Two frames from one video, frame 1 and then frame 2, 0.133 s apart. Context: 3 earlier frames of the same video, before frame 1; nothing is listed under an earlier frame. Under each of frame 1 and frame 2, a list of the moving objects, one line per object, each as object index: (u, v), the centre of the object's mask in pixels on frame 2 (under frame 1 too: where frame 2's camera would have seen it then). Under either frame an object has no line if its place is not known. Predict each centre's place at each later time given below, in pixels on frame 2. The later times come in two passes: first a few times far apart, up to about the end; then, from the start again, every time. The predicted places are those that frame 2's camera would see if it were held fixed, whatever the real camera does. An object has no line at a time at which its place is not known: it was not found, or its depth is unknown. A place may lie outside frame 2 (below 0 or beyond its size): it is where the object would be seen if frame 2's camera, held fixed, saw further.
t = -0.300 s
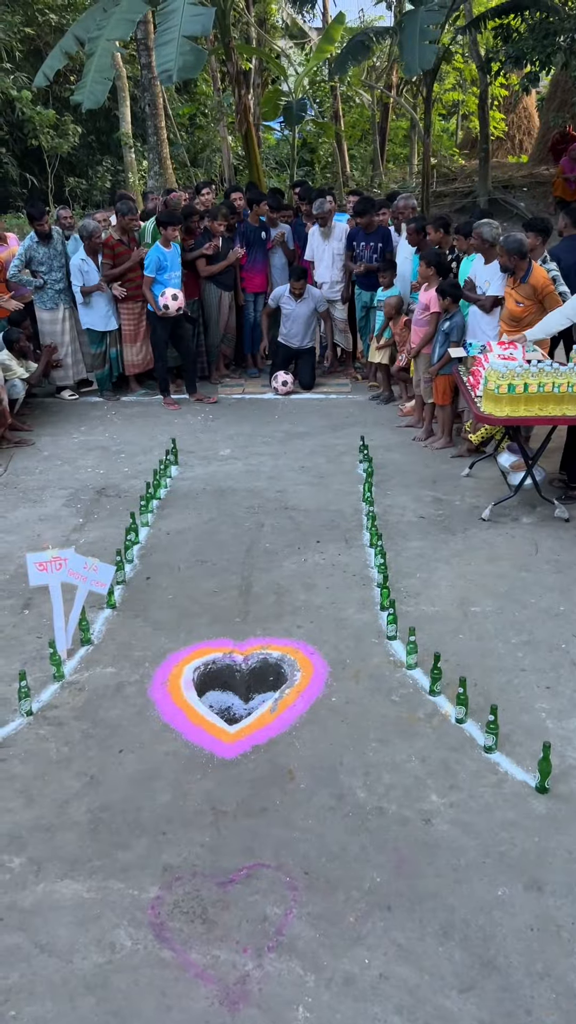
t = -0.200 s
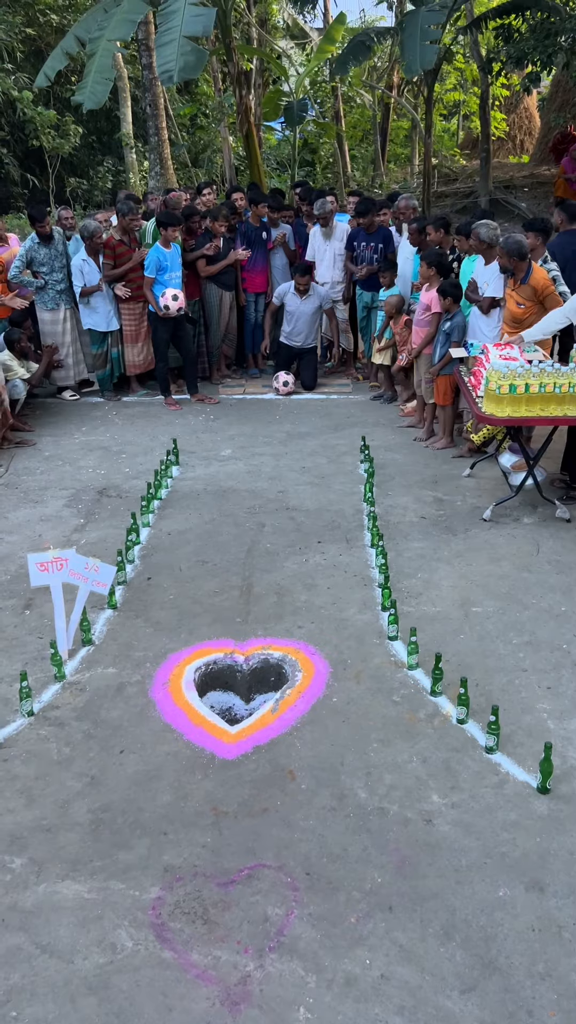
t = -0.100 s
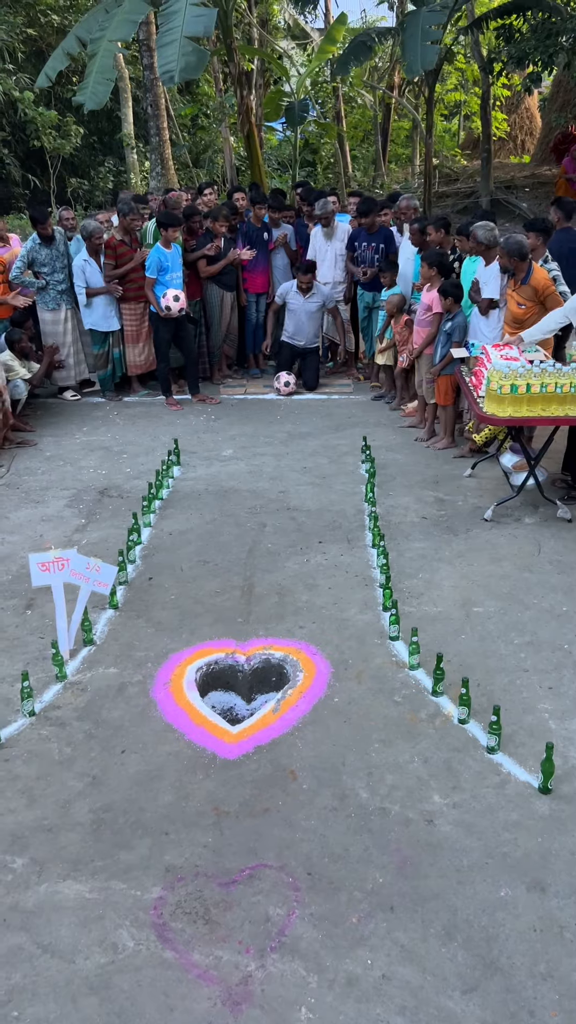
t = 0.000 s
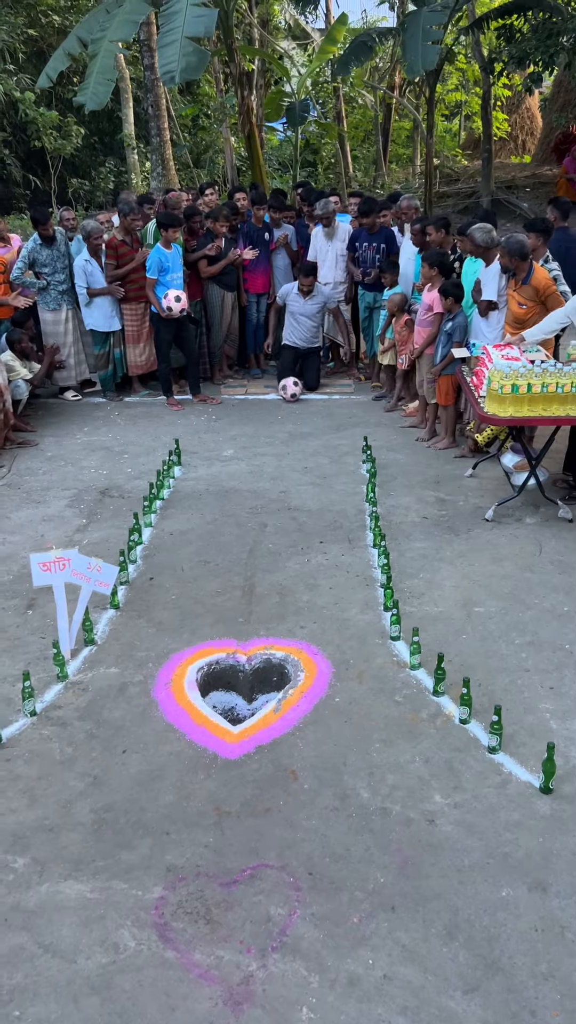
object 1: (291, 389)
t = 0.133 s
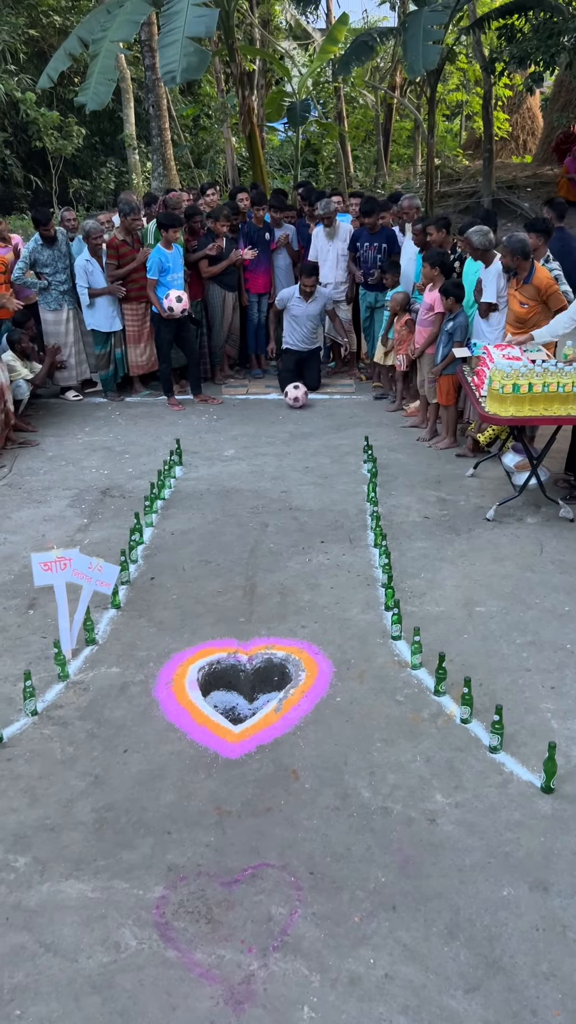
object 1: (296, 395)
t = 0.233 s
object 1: (299, 400)
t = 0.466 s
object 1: (307, 411)
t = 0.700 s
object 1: (316, 424)
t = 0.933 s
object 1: (324, 437)
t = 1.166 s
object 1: (333, 450)
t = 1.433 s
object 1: (344, 465)
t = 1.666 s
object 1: (354, 480)
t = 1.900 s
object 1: (353, 490)
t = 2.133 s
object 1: (351, 501)
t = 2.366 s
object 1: (349, 513)
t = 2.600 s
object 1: (346, 526)
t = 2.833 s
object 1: (343, 537)
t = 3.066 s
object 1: (342, 550)
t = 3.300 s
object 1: (341, 563)
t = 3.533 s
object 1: (337, 576)
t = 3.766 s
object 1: (333, 589)
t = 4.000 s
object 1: (330, 604)
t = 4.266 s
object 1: (326, 622)
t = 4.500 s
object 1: (322, 638)
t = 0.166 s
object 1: (297, 397)
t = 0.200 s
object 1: (298, 399)
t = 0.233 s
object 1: (299, 400)
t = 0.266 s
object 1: (300, 401)
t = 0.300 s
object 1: (301, 403)
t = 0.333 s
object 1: (302, 405)
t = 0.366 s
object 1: (304, 406)
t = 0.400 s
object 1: (305, 408)
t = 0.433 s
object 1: (306, 409)
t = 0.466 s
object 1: (307, 411)
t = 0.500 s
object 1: (308, 413)
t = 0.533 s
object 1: (309, 415)
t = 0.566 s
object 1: (311, 416)
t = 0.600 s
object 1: (312, 419)
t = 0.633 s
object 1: (313, 421)
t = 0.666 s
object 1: (315, 422)
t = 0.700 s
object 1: (316, 424)
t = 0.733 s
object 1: (317, 425)
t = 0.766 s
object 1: (318, 427)
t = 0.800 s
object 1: (319, 429)
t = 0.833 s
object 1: (321, 431)
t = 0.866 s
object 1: (322, 433)
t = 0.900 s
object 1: (323, 435)
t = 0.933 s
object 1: (324, 437)
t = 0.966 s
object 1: (325, 439)
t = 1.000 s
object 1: (327, 440)
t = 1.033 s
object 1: (328, 442)
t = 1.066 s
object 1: (330, 444)
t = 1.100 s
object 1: (331, 446)
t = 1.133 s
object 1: (333, 448)
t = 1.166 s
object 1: (333, 450)
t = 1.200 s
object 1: (334, 452)
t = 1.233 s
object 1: (335, 453)
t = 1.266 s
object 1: (337, 455)
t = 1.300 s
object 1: (338, 457)
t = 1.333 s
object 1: (340, 459)
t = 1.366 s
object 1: (340, 461)
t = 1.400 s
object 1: (342, 463)
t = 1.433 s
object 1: (344, 465)
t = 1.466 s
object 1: (345, 468)
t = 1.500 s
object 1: (346, 469)
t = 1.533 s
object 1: (348, 472)
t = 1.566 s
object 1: (349, 474)
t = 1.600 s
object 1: (351, 476)
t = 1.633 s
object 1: (352, 478)
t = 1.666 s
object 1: (354, 480)
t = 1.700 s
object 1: (355, 482)
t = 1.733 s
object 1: (354, 484)
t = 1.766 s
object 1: (354, 485)
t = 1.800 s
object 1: (353, 486)
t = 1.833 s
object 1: (354, 488)
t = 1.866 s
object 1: (354, 489)
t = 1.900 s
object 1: (353, 490)
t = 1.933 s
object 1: (353, 492)
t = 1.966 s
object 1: (352, 494)
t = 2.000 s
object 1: (352, 496)
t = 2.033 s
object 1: (352, 497)
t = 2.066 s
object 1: (352, 499)
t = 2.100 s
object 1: (352, 500)
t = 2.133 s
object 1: (351, 501)
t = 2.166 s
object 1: (351, 503)
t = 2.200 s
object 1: (351, 505)
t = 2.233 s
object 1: (350, 507)
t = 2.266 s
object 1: (350, 508)
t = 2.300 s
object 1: (350, 510)
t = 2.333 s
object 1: (349, 512)
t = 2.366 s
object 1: (349, 513)
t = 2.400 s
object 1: (349, 516)
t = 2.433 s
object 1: (348, 517)
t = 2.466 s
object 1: (347, 519)
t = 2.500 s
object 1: (347, 521)
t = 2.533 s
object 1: (346, 522)
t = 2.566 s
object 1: (346, 524)
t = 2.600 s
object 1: (346, 526)
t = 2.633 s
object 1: (345, 527)
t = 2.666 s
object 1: (345, 528)
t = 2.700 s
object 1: (344, 530)
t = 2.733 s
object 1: (344, 532)
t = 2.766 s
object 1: (344, 534)
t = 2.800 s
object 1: (344, 535)
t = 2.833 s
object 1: (343, 537)
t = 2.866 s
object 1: (343, 539)
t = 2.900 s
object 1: (343, 541)
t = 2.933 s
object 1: (342, 543)
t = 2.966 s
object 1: (342, 544)
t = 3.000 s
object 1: (342, 546)
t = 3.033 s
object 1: (342, 548)
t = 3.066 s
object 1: (342, 550)
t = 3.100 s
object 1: (342, 552)
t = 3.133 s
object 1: (341, 554)
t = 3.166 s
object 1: (341, 555)
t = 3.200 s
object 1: (341, 558)
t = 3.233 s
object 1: (341, 559)
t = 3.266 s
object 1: (341, 561)
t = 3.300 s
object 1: (341, 563)
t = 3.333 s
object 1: (340, 565)
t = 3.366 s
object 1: (340, 567)
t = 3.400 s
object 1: (339, 568)
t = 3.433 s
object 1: (338, 570)
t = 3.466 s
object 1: (338, 572)
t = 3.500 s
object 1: (338, 574)
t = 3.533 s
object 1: (337, 576)
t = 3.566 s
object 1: (336, 578)
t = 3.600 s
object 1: (335, 580)
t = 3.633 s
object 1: (335, 582)
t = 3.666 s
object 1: (334, 584)
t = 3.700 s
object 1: (334, 586)
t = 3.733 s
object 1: (334, 587)
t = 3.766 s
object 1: (333, 589)
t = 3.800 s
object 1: (333, 591)
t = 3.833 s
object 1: (333, 593)
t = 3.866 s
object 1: (332, 595)
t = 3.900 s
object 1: (332, 598)
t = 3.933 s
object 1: (331, 599)
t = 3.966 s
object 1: (331, 602)
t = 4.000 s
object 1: (330, 604)
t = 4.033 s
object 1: (329, 606)
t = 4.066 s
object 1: (329, 608)
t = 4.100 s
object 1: (329, 610)
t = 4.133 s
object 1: (328, 612)
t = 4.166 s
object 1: (327, 615)
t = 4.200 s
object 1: (326, 617)
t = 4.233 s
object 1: (326, 620)
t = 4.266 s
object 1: (326, 622)
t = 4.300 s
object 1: (325, 624)
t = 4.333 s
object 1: (325, 626)
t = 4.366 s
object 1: (324, 629)
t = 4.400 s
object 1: (323, 631)
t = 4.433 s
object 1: (323, 634)
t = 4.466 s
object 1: (322, 636)
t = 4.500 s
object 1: (322, 638)
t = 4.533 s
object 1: (322, 640)
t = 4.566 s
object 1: (321, 643)
